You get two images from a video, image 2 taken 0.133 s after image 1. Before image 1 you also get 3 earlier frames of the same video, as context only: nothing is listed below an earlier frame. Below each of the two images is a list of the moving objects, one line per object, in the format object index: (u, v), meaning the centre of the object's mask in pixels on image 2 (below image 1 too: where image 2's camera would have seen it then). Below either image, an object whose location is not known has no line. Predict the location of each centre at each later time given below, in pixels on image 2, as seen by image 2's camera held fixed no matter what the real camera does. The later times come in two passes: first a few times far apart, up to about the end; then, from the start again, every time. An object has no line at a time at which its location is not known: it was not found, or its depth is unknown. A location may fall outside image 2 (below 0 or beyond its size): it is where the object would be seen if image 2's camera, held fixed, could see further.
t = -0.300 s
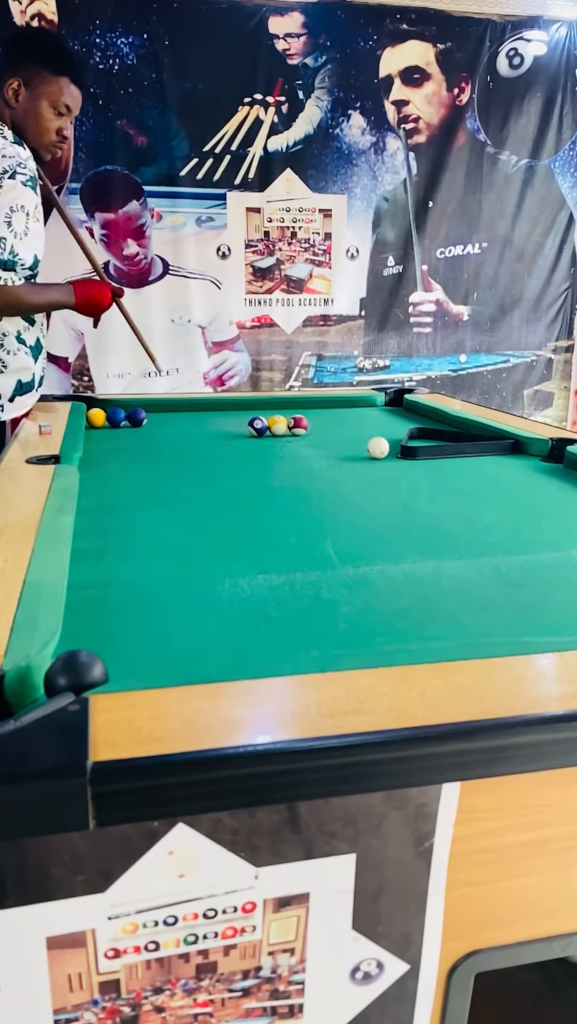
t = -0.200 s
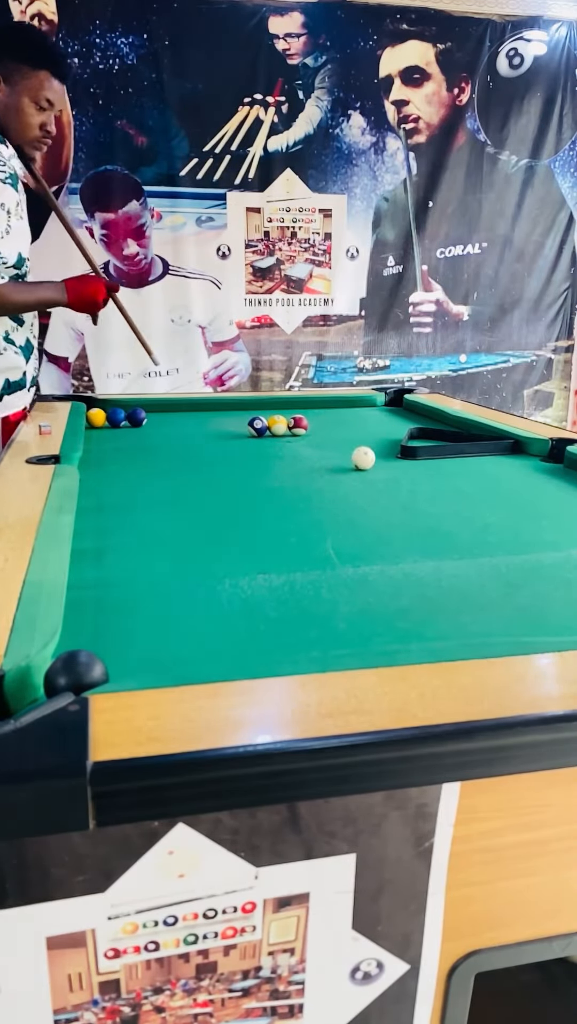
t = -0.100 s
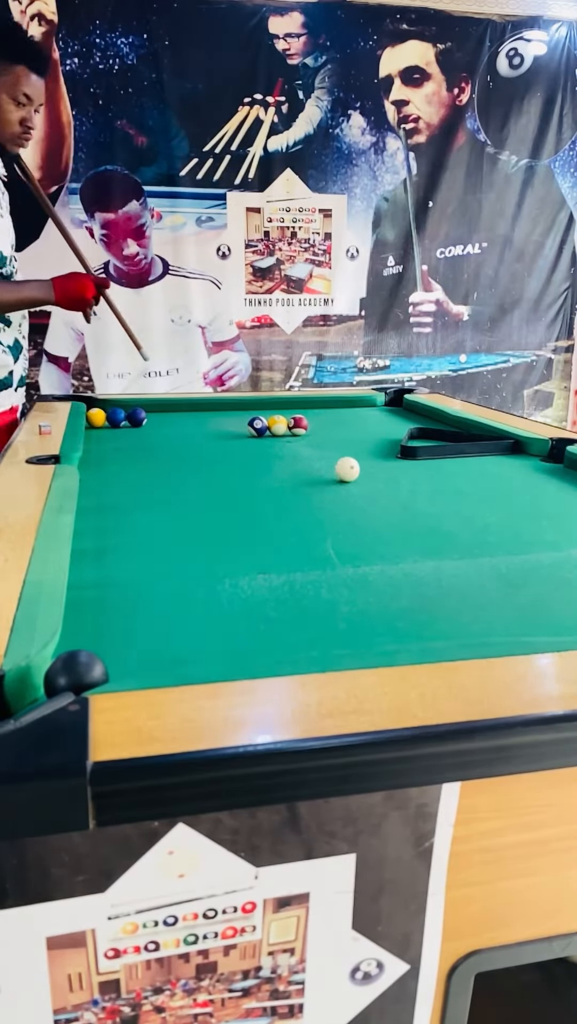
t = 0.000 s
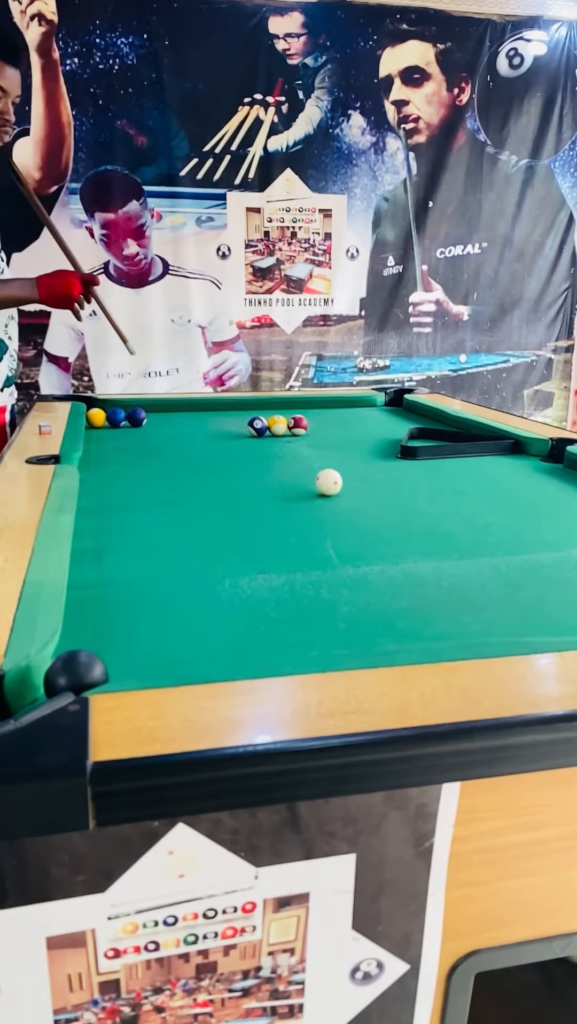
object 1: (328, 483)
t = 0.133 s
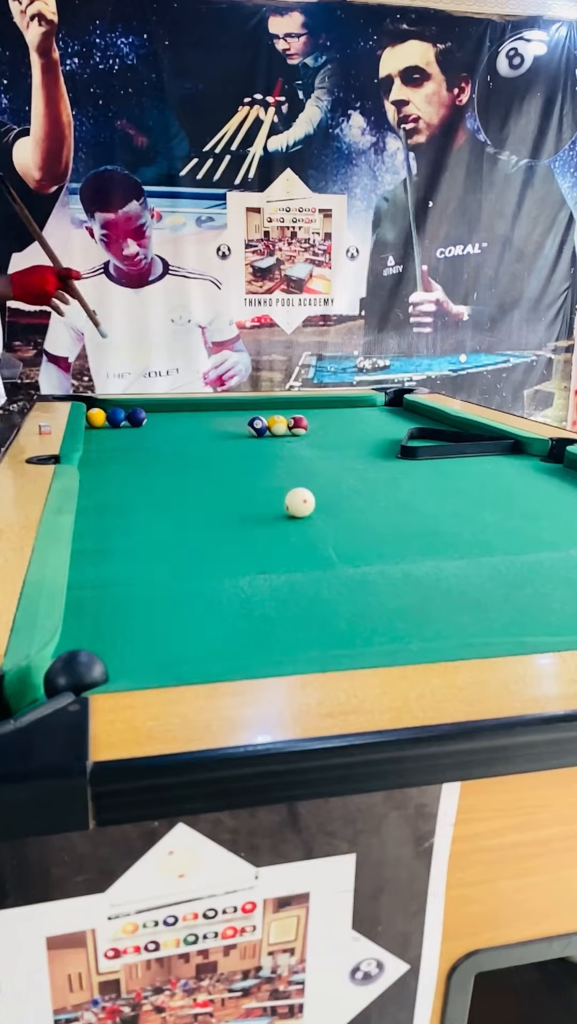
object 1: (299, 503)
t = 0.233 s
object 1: (273, 521)
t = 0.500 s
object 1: (175, 590)
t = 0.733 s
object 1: (99, 654)
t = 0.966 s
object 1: (145, 656)
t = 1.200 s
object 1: (190, 656)
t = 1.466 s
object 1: (219, 651)
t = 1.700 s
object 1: (236, 647)
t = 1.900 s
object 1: (246, 645)
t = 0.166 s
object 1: (291, 508)
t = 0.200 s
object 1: (283, 514)
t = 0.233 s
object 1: (273, 521)
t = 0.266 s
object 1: (264, 528)
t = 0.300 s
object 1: (253, 535)
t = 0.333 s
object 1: (242, 543)
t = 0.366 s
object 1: (231, 551)
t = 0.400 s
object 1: (218, 560)
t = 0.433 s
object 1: (205, 569)
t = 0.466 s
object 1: (190, 579)
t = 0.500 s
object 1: (175, 590)
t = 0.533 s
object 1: (158, 601)
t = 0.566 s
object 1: (139, 614)
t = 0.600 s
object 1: (120, 628)
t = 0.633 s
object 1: (100, 639)
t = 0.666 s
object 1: (76, 645)
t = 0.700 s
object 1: (89, 650)
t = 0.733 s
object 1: (99, 654)
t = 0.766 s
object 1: (104, 656)
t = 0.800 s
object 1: (111, 656)
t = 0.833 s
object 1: (118, 656)
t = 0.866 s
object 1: (124, 657)
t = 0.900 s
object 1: (131, 657)
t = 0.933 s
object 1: (138, 657)
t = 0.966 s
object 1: (145, 656)
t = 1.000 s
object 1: (151, 656)
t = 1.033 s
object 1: (158, 656)
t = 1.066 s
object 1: (165, 656)
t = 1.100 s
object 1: (171, 656)
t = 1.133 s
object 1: (178, 656)
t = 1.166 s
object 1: (184, 656)
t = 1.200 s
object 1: (190, 656)
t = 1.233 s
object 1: (196, 656)
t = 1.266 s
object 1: (200, 655)
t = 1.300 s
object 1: (204, 654)
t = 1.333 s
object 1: (207, 654)
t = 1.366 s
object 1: (211, 653)
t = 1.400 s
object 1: (214, 652)
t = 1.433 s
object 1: (217, 652)
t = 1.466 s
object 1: (219, 651)
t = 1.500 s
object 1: (222, 650)
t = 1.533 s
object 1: (225, 650)
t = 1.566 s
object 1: (227, 649)
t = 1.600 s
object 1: (229, 649)
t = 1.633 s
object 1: (232, 648)
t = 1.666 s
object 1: (233, 648)
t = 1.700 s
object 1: (236, 647)
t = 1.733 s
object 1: (238, 646)
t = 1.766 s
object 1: (239, 646)
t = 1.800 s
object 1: (241, 646)
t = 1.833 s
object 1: (243, 645)
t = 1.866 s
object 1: (245, 645)
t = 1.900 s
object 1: (246, 645)
